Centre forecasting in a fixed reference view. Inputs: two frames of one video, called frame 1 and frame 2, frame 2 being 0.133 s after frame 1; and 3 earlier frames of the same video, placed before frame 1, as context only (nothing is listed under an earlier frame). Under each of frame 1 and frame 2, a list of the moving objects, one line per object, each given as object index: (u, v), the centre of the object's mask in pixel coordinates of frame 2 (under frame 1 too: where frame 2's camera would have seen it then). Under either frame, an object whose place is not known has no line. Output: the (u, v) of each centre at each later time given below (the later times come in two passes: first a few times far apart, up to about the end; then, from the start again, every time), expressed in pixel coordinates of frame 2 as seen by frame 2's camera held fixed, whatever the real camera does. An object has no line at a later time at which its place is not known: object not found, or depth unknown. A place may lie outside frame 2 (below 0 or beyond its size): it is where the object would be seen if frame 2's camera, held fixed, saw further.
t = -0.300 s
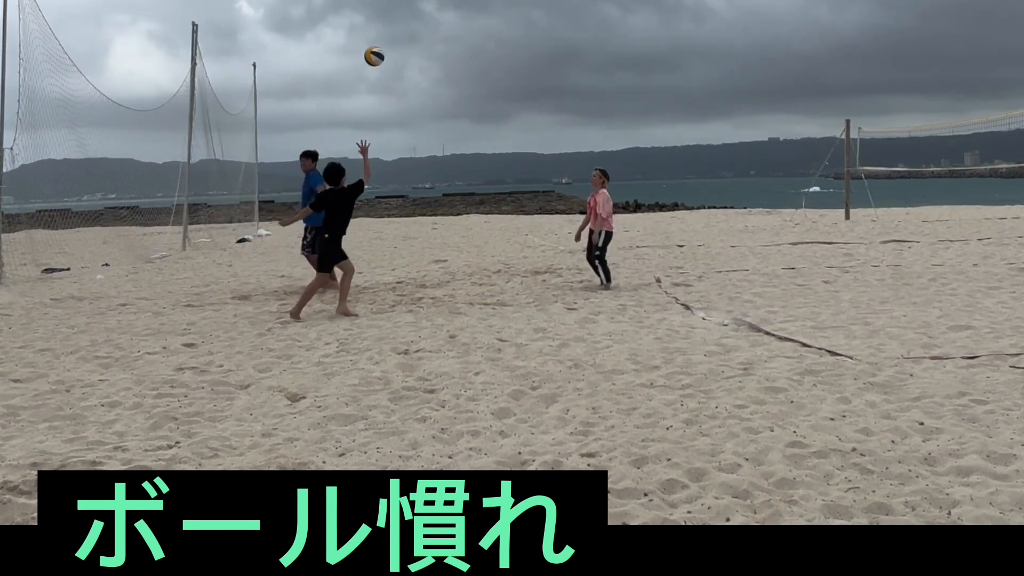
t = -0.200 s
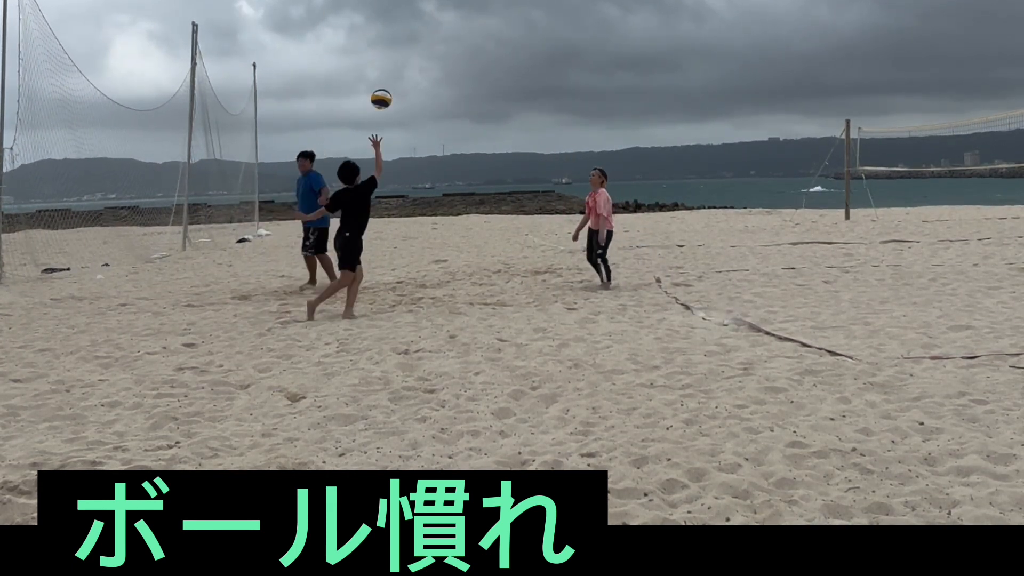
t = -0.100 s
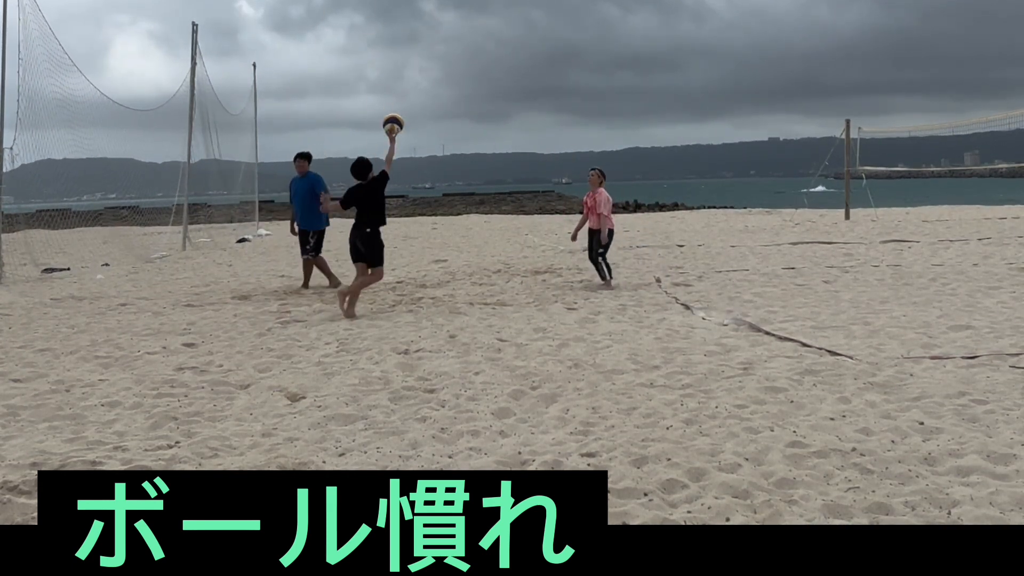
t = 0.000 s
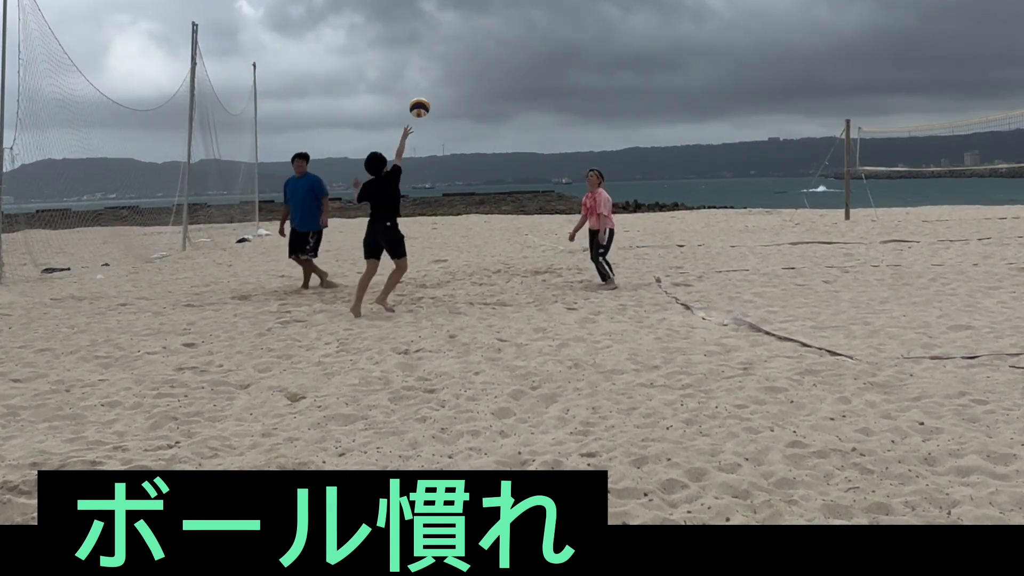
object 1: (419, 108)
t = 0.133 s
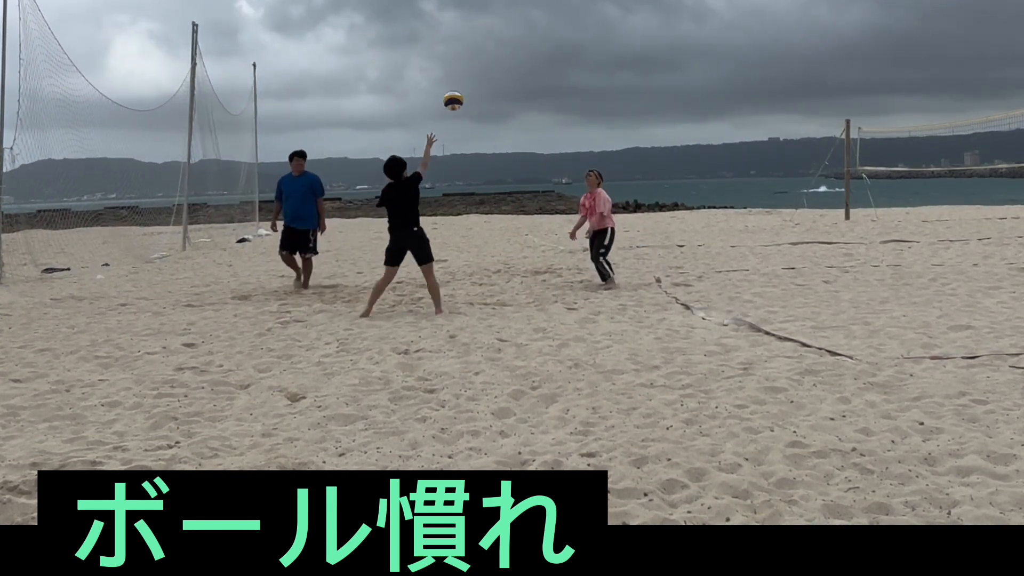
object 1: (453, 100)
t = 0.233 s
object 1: (478, 105)
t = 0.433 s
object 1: (528, 141)
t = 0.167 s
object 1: (462, 101)
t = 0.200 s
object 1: (470, 103)
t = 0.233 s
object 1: (478, 105)
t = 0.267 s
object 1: (487, 109)
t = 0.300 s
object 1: (495, 114)
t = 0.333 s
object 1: (503, 119)
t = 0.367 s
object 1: (511, 126)
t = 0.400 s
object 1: (520, 133)
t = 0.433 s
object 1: (528, 141)
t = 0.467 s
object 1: (536, 149)
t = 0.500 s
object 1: (545, 158)
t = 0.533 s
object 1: (553, 169)
